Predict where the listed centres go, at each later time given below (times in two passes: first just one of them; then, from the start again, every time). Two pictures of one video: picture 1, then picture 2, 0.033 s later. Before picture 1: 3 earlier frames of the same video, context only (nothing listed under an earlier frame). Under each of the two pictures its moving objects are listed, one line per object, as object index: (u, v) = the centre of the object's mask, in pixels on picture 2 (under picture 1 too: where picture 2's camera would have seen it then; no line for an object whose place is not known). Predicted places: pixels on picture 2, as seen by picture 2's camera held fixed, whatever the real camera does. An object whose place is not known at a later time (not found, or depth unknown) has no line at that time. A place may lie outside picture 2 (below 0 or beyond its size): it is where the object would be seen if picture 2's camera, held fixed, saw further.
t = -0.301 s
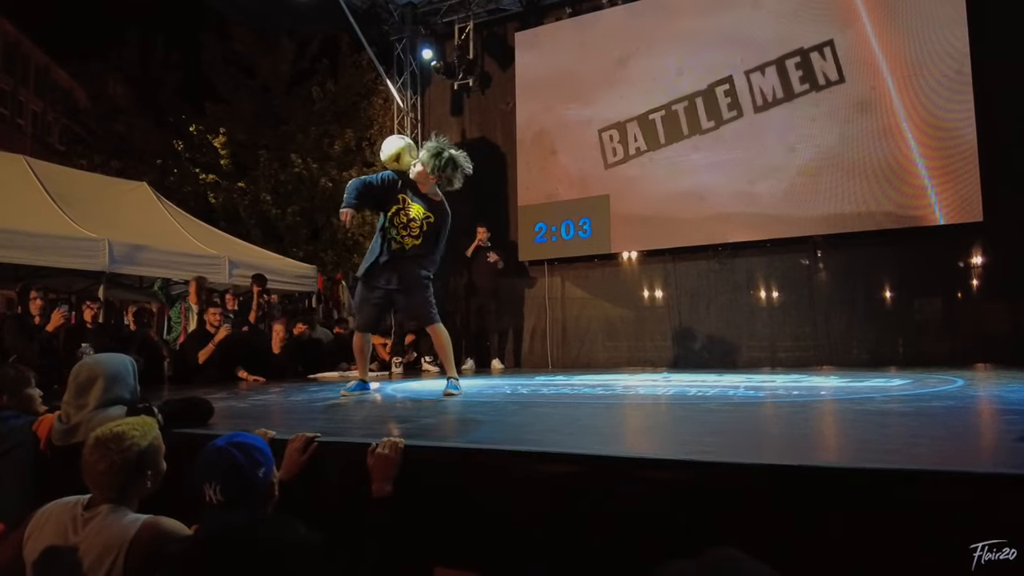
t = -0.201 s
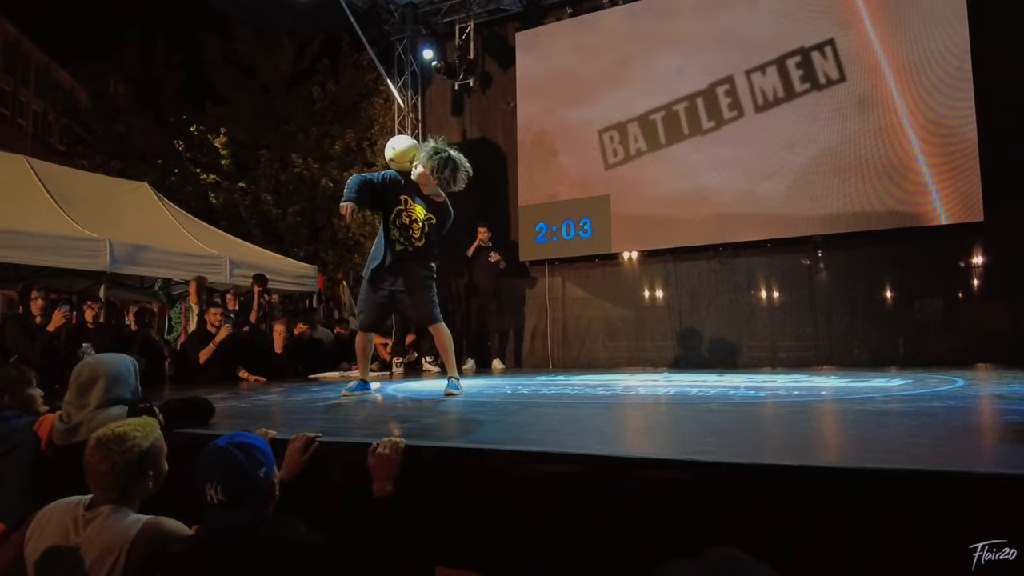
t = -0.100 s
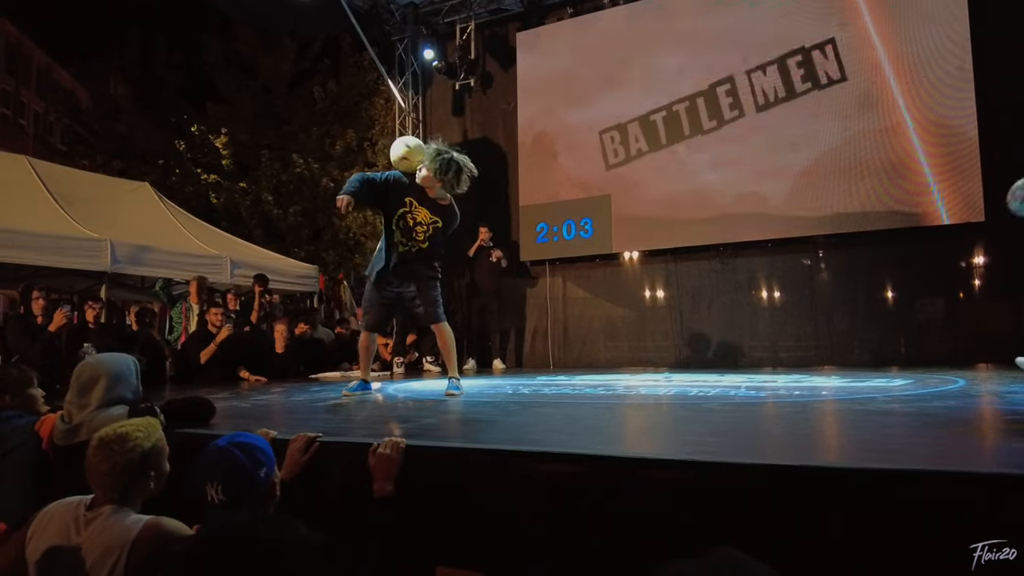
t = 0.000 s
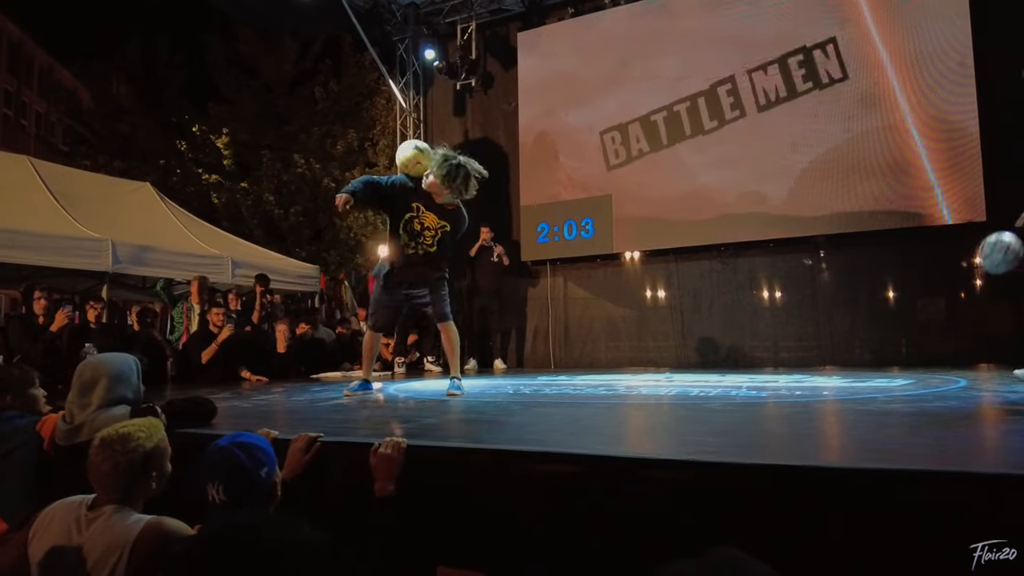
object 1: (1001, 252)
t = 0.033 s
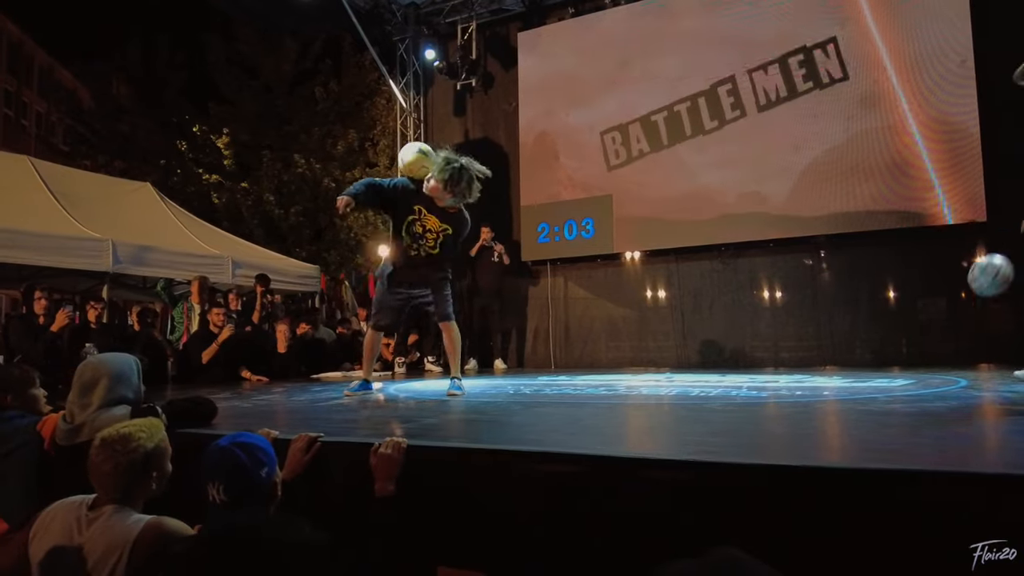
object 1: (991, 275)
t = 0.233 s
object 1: (943, 321)
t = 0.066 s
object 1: (981, 299)
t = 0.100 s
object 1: (971, 324)
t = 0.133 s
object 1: (962, 351)
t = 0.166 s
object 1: (954, 356)
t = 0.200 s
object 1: (948, 339)
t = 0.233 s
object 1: (943, 321)
